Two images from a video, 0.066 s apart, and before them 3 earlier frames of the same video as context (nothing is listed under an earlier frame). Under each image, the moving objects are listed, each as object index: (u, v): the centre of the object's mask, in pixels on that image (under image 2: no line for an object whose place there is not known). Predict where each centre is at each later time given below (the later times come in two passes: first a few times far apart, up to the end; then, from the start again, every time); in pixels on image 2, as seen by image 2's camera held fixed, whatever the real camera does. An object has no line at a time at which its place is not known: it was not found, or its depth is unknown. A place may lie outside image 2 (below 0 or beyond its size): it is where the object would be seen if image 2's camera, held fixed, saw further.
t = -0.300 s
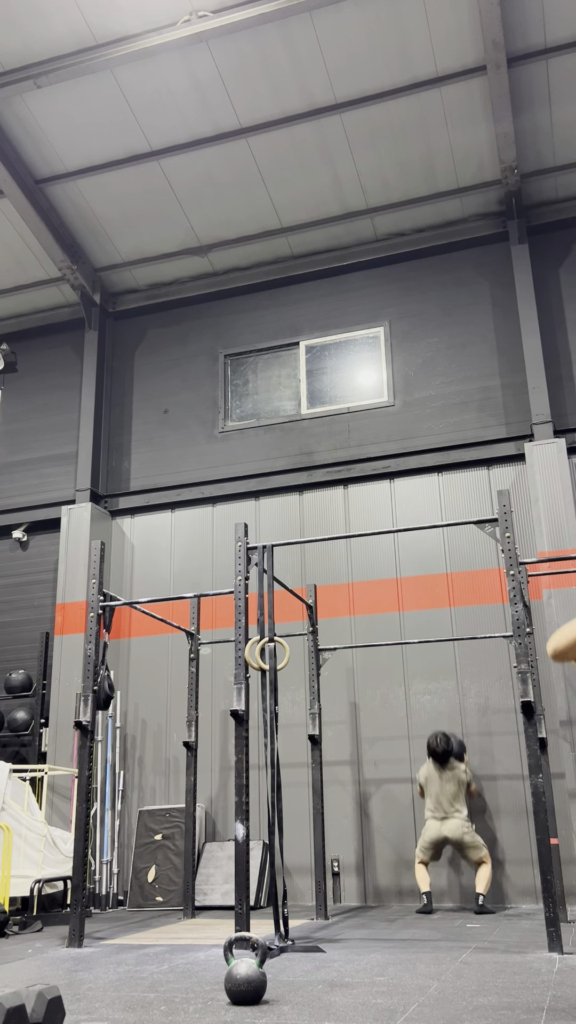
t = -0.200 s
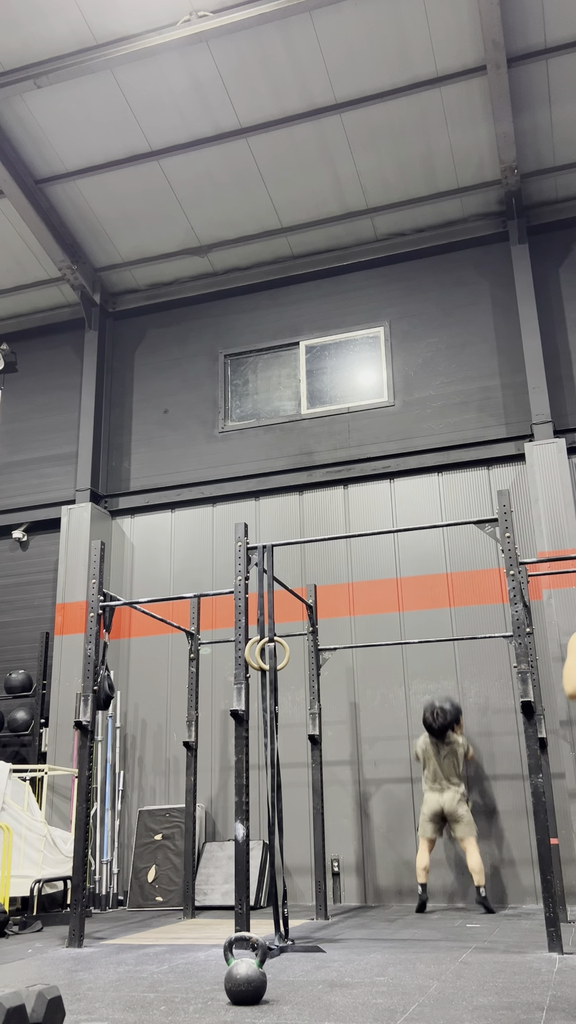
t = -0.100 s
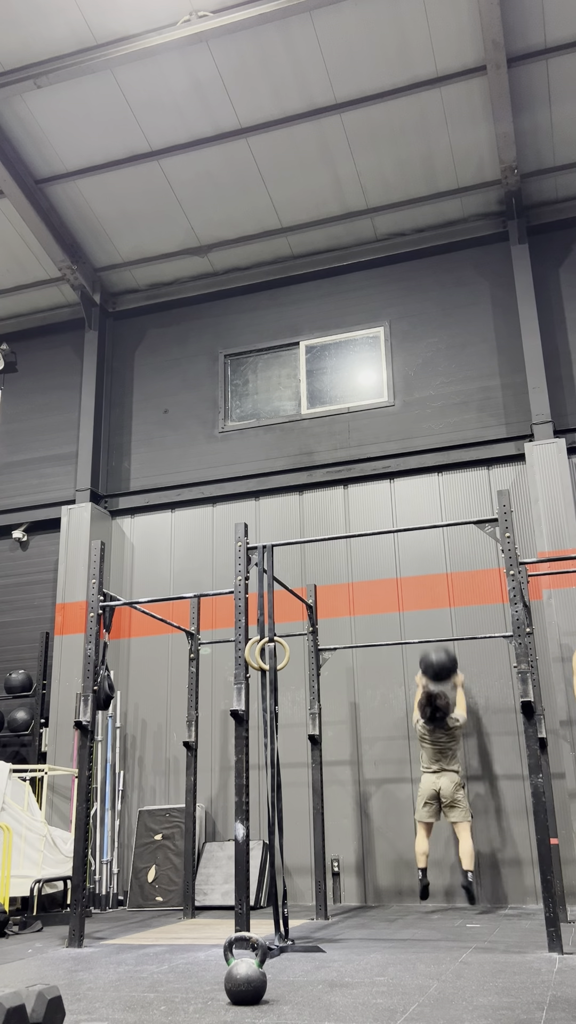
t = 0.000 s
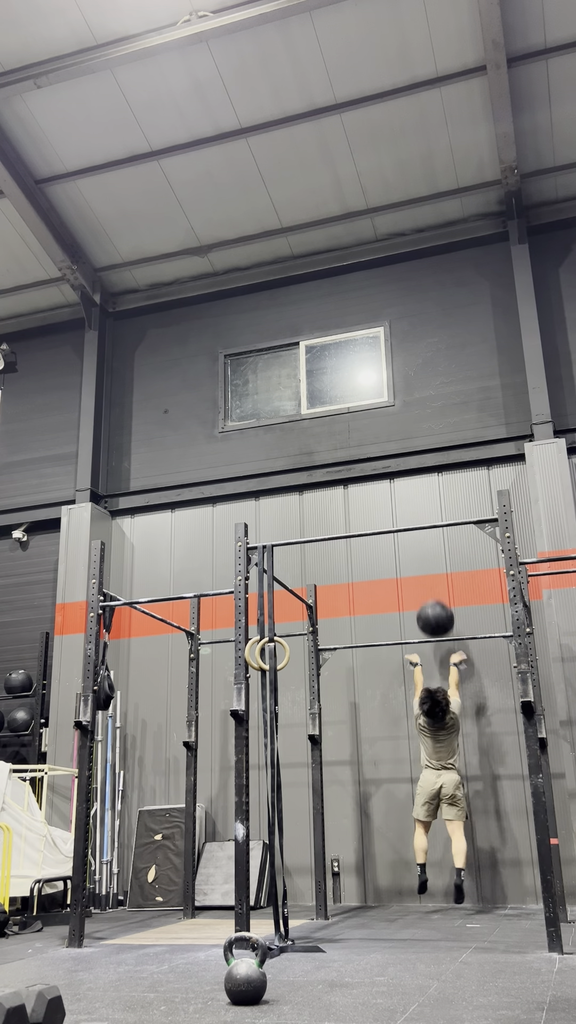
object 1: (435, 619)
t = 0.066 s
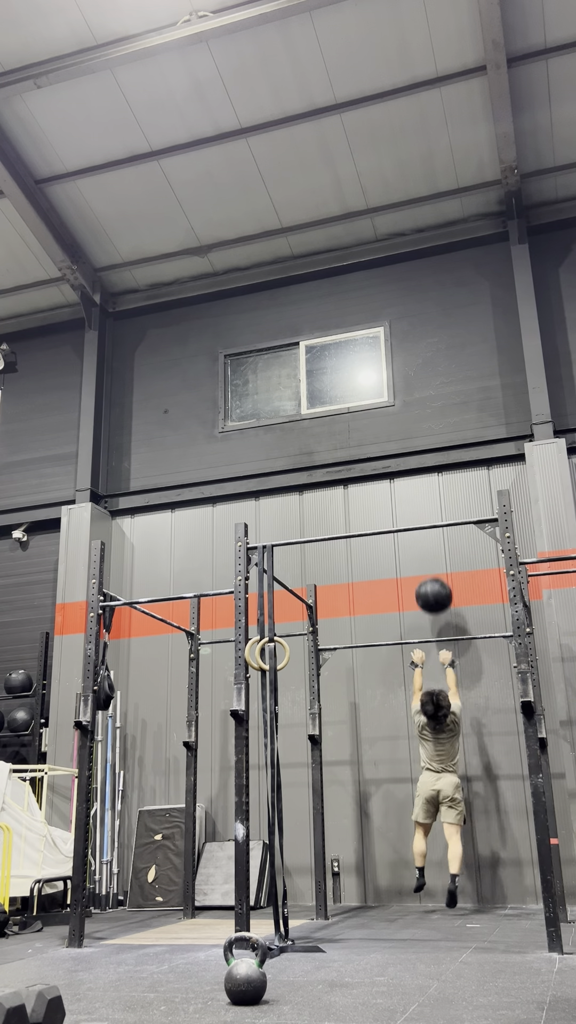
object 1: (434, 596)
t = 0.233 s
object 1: (432, 559)
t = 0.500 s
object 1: (434, 556)
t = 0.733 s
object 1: (440, 610)
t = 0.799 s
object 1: (443, 636)
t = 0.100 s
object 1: (433, 586)
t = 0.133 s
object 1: (432, 577)
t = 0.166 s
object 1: (432, 570)
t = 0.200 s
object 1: (432, 564)
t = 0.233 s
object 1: (432, 559)
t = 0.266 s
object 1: (432, 554)
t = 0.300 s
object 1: (432, 551)
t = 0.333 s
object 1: (432, 549)
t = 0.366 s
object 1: (432, 548)
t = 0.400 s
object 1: (432, 548)
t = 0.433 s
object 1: (432, 550)
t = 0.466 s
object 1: (433, 552)
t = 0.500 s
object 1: (434, 556)
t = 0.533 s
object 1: (434, 560)
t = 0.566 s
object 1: (435, 566)
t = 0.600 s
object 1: (436, 572)
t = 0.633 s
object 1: (437, 580)
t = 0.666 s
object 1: (438, 589)
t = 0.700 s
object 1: (439, 599)
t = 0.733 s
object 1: (440, 610)
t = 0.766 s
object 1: (441, 622)
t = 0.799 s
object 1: (443, 636)
